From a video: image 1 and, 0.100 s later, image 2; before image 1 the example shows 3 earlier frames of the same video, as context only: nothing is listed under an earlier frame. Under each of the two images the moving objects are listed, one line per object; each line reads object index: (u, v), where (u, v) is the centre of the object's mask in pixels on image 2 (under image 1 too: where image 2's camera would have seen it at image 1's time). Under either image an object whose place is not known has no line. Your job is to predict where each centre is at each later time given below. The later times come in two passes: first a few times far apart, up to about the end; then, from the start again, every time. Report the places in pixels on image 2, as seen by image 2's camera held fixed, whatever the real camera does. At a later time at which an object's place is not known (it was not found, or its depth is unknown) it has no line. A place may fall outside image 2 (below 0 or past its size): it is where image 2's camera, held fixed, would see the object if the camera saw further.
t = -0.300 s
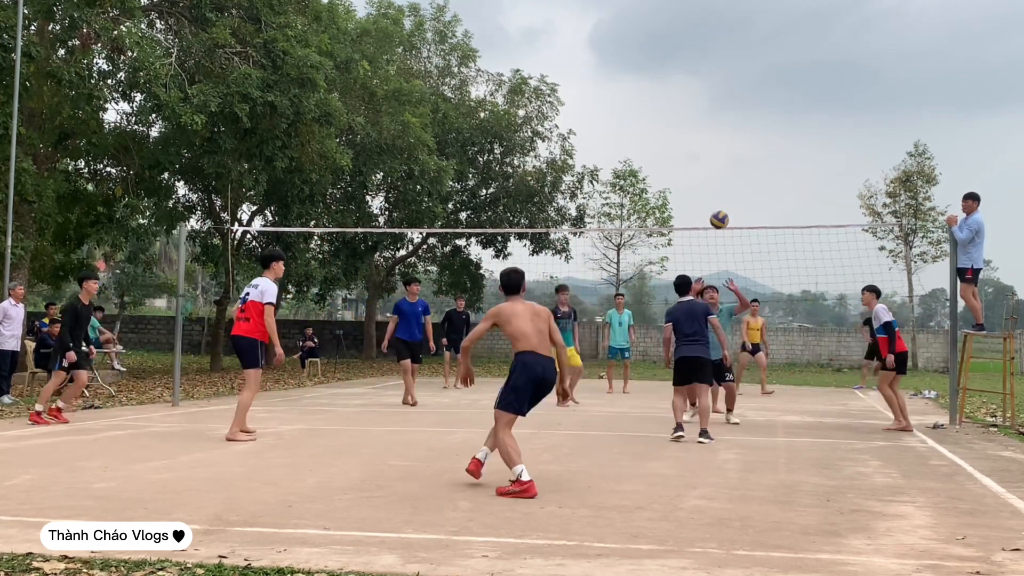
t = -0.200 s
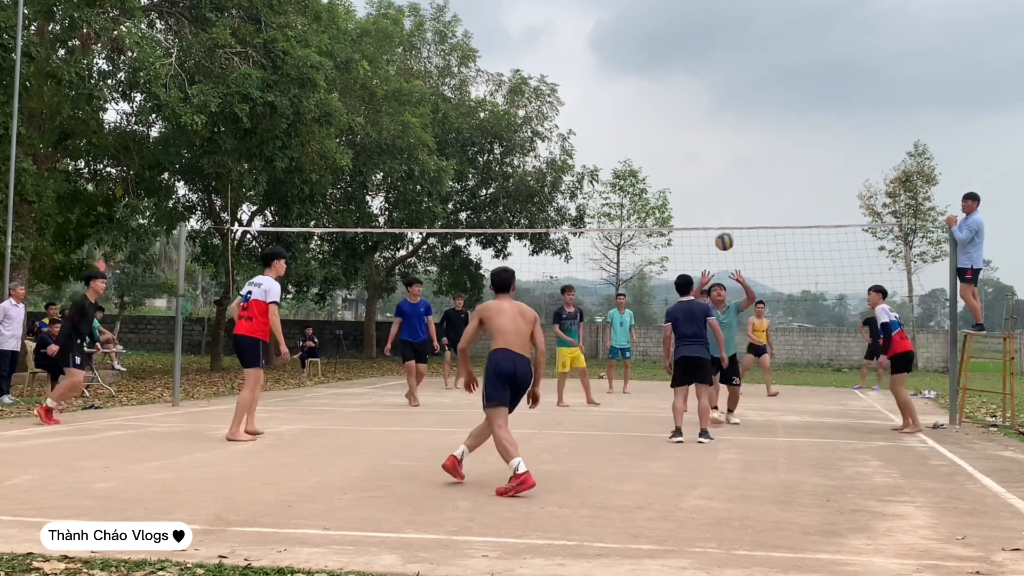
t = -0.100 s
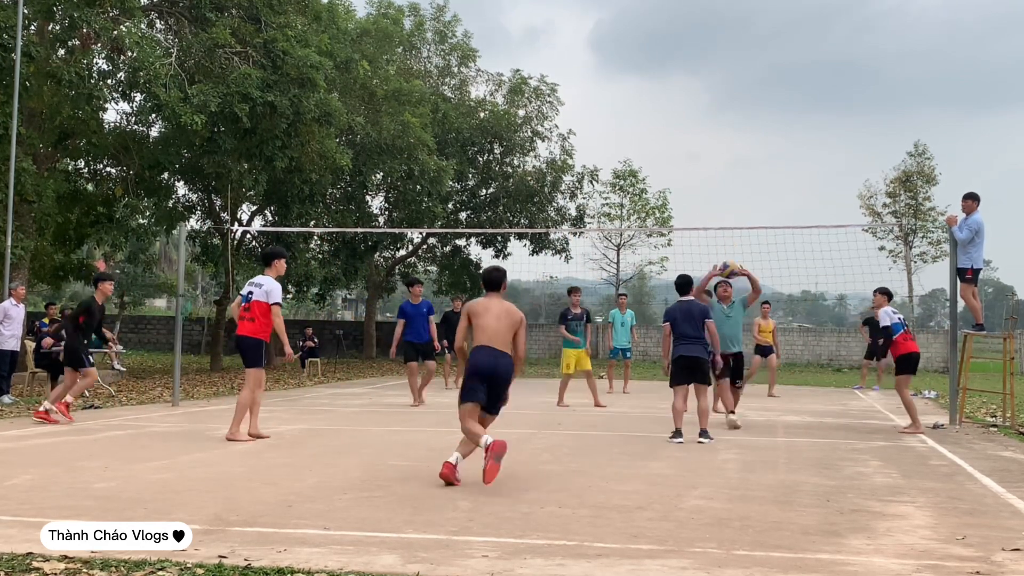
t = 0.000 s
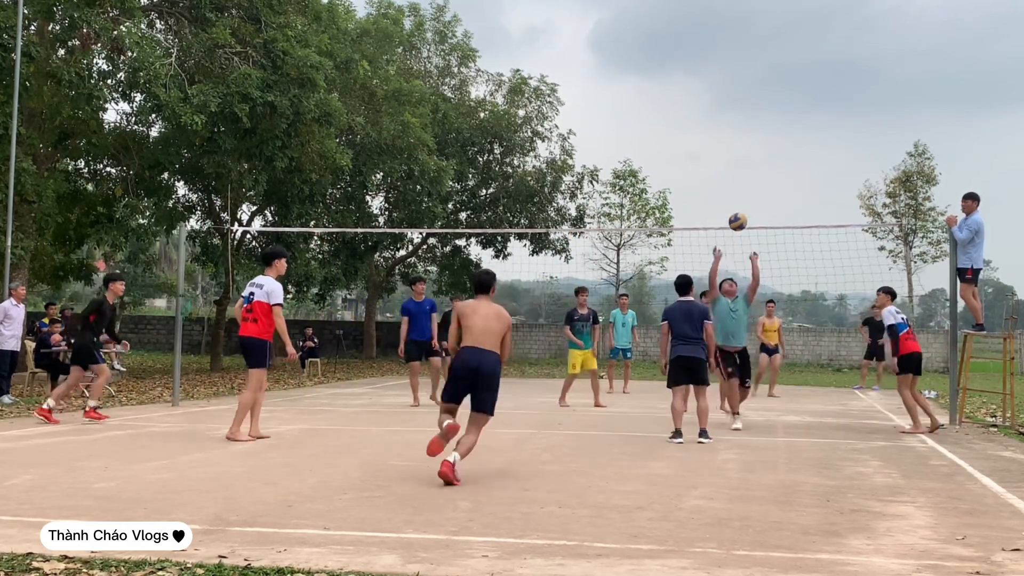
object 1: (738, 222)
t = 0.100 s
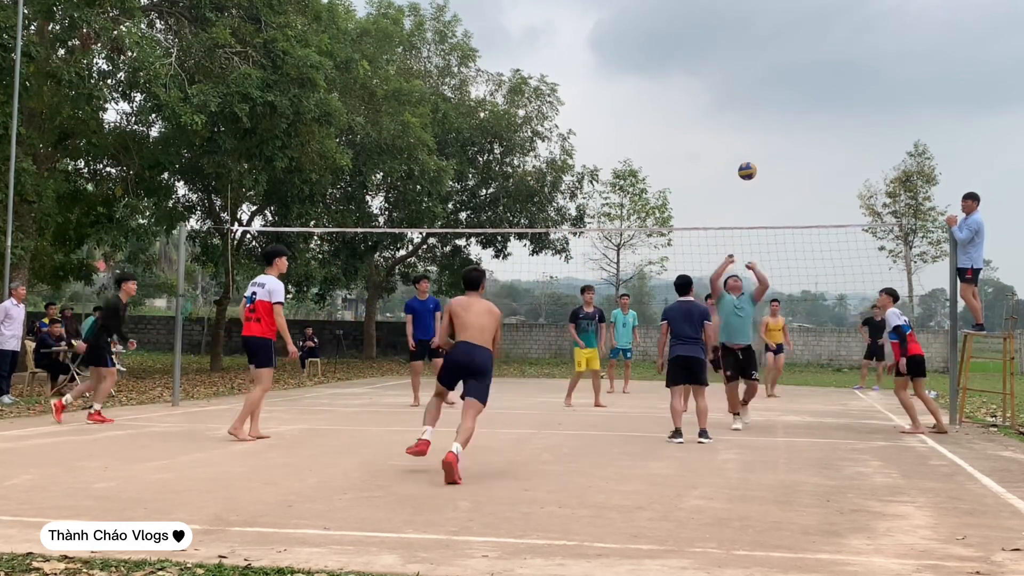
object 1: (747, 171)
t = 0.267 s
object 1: (762, 108)
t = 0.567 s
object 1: (788, 58)
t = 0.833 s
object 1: (809, 79)
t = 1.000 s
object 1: (822, 123)
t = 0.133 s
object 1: (750, 156)
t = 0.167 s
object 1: (753, 143)
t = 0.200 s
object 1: (756, 130)
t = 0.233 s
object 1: (759, 118)
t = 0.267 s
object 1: (762, 108)
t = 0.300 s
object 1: (765, 98)
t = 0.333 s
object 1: (768, 90)
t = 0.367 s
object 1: (771, 82)
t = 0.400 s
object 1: (774, 76)
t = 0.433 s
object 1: (777, 71)
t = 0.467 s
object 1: (779, 66)
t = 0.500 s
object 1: (782, 62)
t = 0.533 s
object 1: (785, 60)
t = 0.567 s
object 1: (788, 58)
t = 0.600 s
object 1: (791, 57)
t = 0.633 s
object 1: (793, 58)
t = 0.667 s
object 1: (796, 59)
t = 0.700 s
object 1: (799, 61)
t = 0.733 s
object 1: (801, 64)
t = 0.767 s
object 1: (804, 68)
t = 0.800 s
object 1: (806, 73)
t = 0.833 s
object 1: (809, 79)
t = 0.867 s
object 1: (812, 86)
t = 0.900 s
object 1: (814, 94)
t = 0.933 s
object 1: (817, 103)
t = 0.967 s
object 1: (819, 112)
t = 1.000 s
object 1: (822, 123)
